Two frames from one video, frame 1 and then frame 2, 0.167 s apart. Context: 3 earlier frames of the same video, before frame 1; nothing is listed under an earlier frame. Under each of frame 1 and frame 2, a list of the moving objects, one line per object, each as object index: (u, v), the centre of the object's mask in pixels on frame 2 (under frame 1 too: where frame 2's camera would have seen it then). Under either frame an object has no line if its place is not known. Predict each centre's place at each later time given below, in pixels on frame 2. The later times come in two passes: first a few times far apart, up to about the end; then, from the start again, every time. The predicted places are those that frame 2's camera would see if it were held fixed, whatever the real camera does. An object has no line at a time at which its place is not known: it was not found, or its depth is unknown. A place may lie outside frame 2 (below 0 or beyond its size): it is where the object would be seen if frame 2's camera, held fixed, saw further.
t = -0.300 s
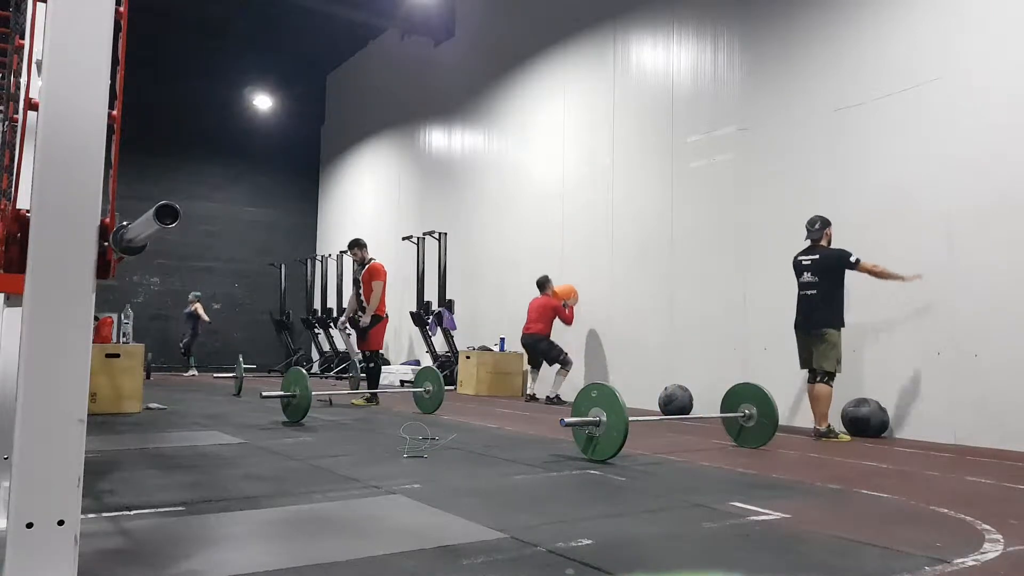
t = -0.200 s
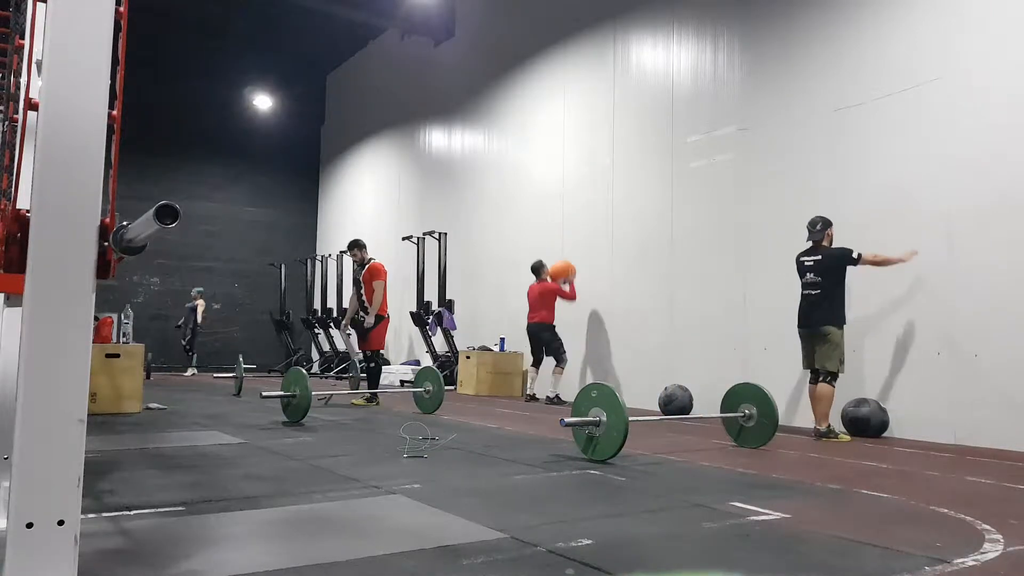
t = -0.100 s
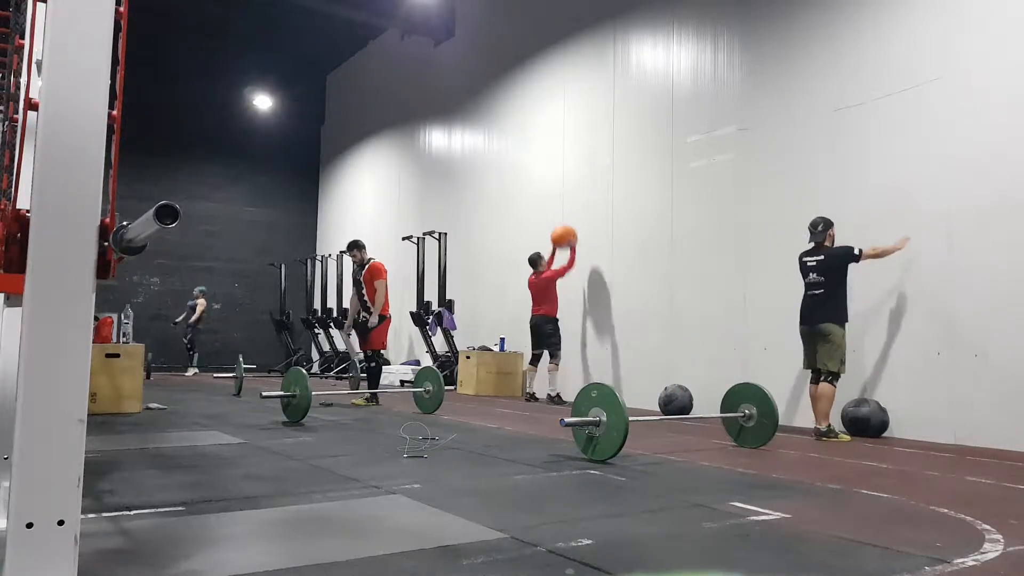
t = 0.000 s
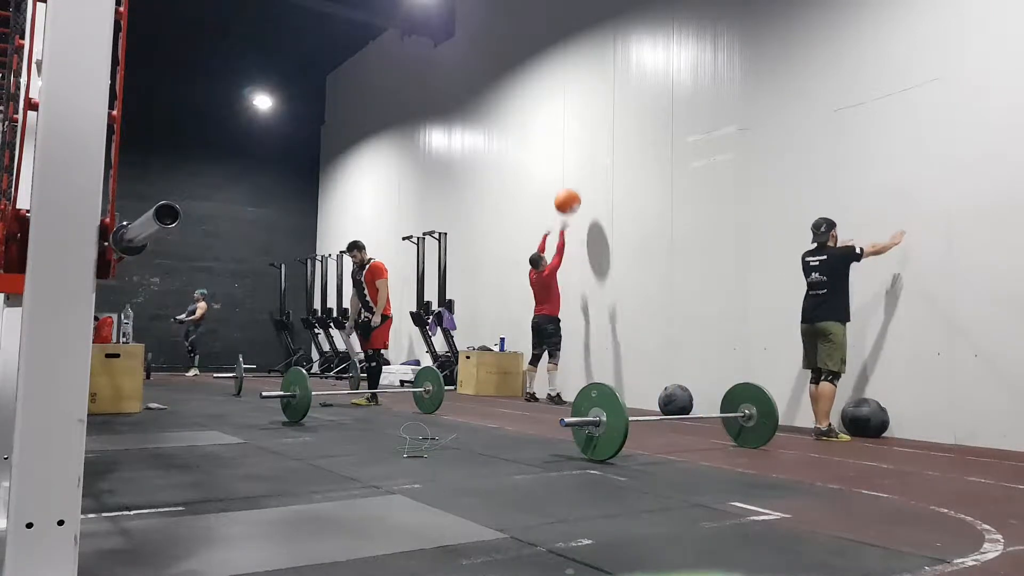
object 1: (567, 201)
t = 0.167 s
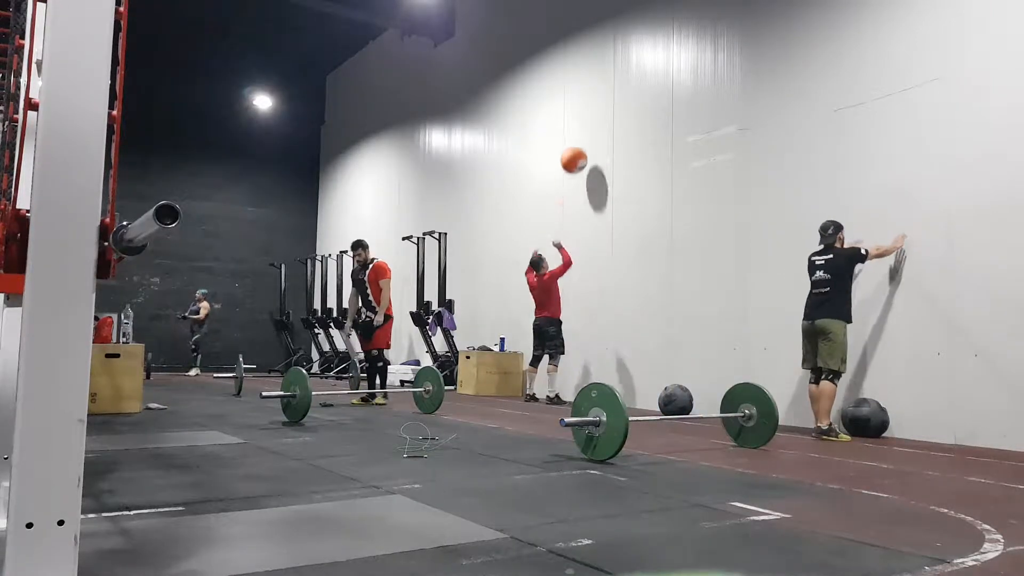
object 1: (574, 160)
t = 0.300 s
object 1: (579, 142)
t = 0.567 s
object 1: (578, 144)
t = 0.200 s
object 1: (575, 154)
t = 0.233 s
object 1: (576, 149)
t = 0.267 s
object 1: (577, 145)
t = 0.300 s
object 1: (579, 142)
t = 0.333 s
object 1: (580, 139)
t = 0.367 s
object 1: (581, 138)
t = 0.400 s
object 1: (581, 137)
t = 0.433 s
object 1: (581, 137)
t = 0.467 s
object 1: (580, 138)
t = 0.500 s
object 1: (579, 139)
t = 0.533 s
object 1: (579, 141)
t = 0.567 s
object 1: (578, 144)
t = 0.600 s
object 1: (577, 148)
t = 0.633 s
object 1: (576, 153)
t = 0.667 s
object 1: (575, 159)
